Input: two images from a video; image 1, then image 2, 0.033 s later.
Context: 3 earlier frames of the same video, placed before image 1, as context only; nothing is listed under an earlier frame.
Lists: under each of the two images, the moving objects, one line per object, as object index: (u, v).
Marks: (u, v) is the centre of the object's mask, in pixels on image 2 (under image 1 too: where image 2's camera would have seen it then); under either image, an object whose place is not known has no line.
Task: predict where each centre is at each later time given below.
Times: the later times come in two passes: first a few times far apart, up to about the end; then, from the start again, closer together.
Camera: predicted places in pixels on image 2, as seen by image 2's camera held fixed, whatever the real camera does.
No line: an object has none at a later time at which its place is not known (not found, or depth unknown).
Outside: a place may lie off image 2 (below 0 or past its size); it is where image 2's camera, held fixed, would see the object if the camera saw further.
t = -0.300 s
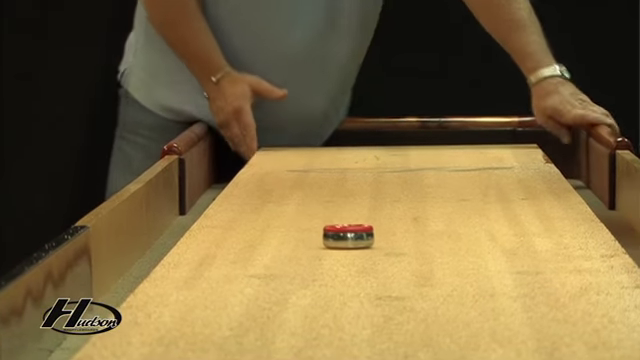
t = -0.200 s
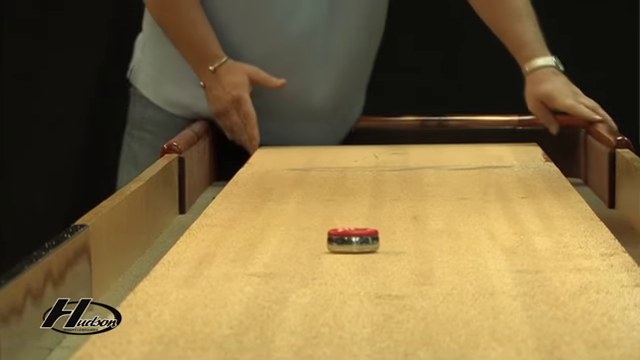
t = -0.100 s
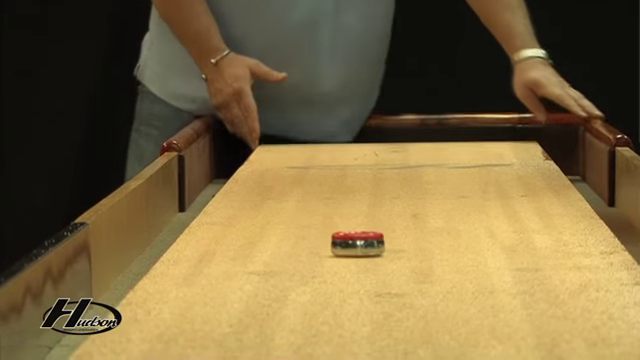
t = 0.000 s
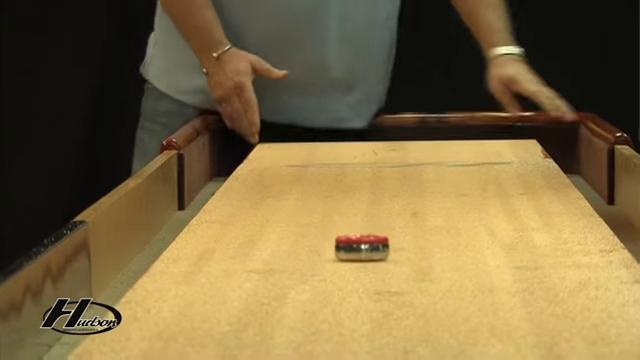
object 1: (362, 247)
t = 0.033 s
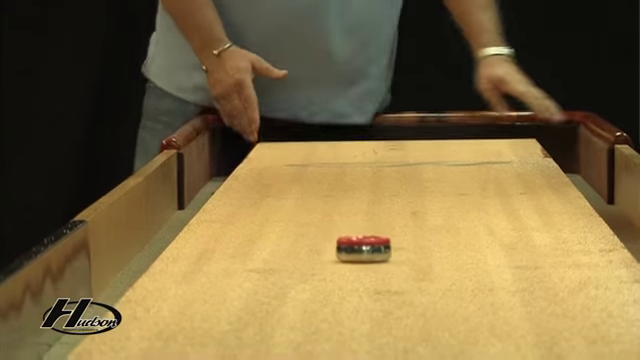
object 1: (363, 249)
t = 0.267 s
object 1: (375, 263)
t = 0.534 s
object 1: (388, 279)
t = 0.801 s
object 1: (401, 298)
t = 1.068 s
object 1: (415, 318)
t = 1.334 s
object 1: (429, 339)
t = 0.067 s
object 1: (365, 251)
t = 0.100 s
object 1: (367, 253)
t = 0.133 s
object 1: (368, 255)
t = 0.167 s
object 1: (370, 257)
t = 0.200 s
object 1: (372, 259)
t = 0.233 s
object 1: (373, 261)
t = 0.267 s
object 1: (375, 263)
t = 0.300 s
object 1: (376, 265)
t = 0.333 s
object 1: (378, 267)
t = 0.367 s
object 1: (380, 269)
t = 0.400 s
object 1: (381, 271)
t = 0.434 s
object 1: (383, 273)
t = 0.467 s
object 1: (385, 275)
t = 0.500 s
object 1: (386, 277)
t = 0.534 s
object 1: (388, 279)
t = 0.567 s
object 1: (389, 282)
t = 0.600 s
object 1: (391, 284)
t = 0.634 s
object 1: (393, 286)
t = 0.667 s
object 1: (394, 288)
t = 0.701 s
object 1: (396, 291)
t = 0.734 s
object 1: (398, 293)
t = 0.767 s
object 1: (399, 295)
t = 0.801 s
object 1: (401, 298)
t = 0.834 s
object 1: (402, 300)
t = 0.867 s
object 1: (404, 302)
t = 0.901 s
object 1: (406, 305)
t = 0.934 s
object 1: (408, 307)
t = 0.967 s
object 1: (409, 310)
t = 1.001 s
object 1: (411, 312)
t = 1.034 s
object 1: (413, 315)
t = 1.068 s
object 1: (415, 318)
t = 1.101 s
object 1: (417, 320)
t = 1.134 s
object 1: (418, 323)
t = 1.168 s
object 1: (420, 325)
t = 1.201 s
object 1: (422, 328)
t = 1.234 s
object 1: (424, 330)
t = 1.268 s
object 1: (425, 333)
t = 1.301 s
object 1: (427, 336)
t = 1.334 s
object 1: (429, 339)
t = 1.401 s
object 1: (433, 345)
